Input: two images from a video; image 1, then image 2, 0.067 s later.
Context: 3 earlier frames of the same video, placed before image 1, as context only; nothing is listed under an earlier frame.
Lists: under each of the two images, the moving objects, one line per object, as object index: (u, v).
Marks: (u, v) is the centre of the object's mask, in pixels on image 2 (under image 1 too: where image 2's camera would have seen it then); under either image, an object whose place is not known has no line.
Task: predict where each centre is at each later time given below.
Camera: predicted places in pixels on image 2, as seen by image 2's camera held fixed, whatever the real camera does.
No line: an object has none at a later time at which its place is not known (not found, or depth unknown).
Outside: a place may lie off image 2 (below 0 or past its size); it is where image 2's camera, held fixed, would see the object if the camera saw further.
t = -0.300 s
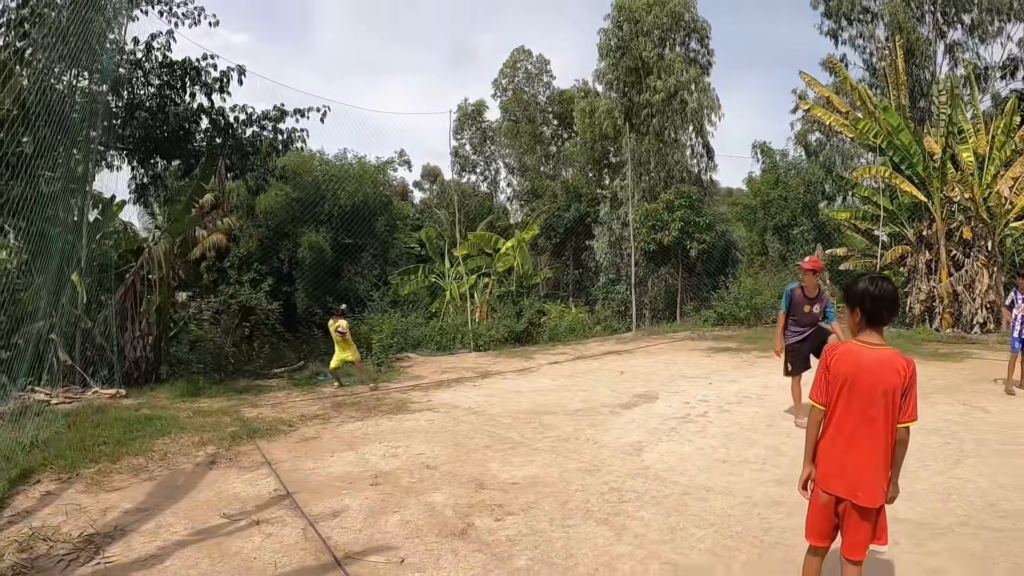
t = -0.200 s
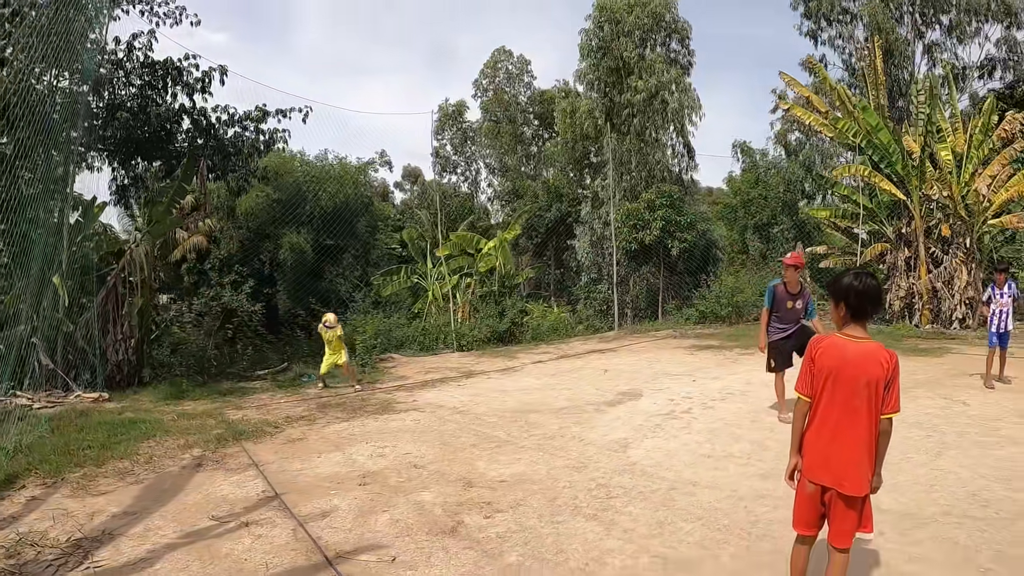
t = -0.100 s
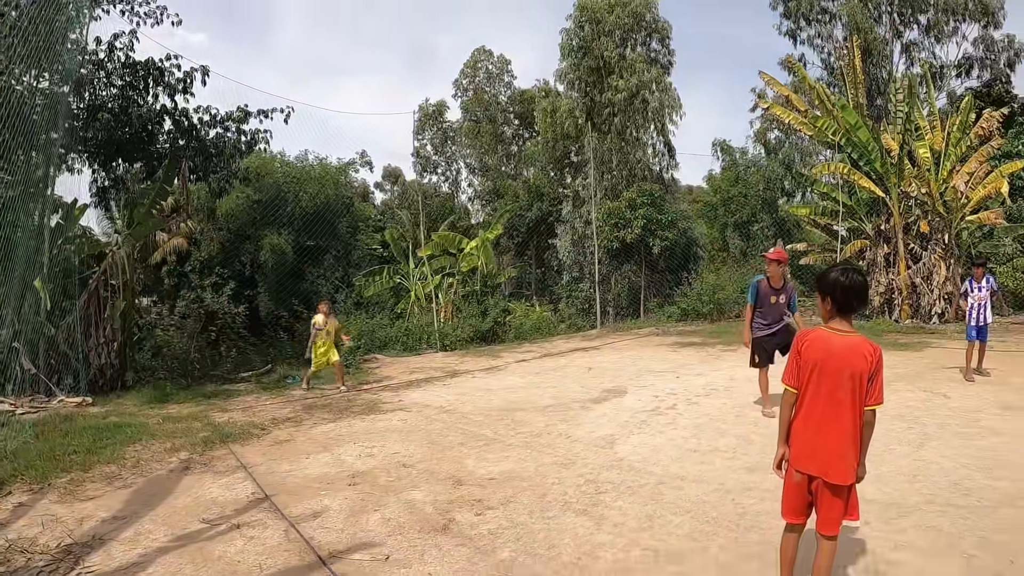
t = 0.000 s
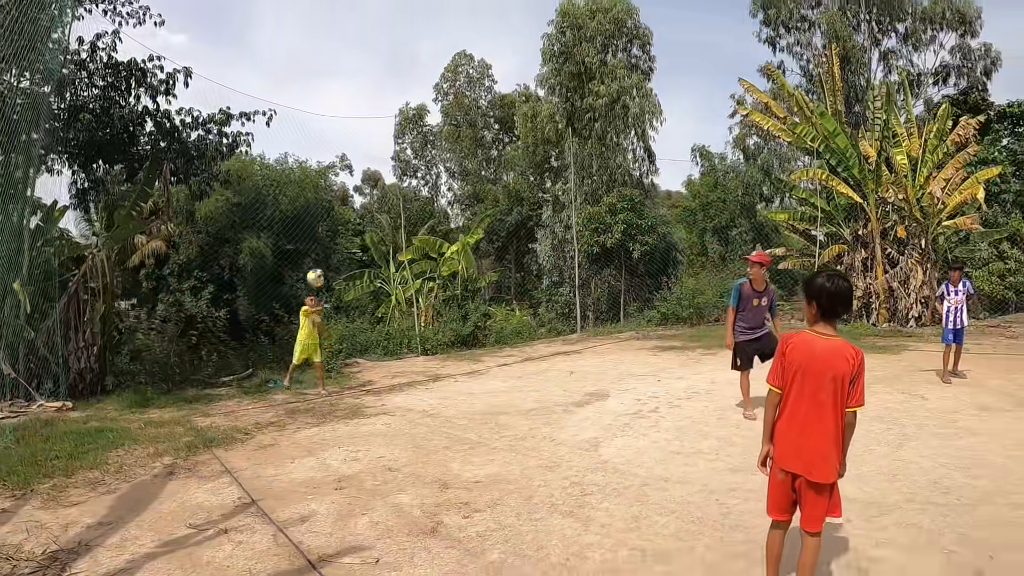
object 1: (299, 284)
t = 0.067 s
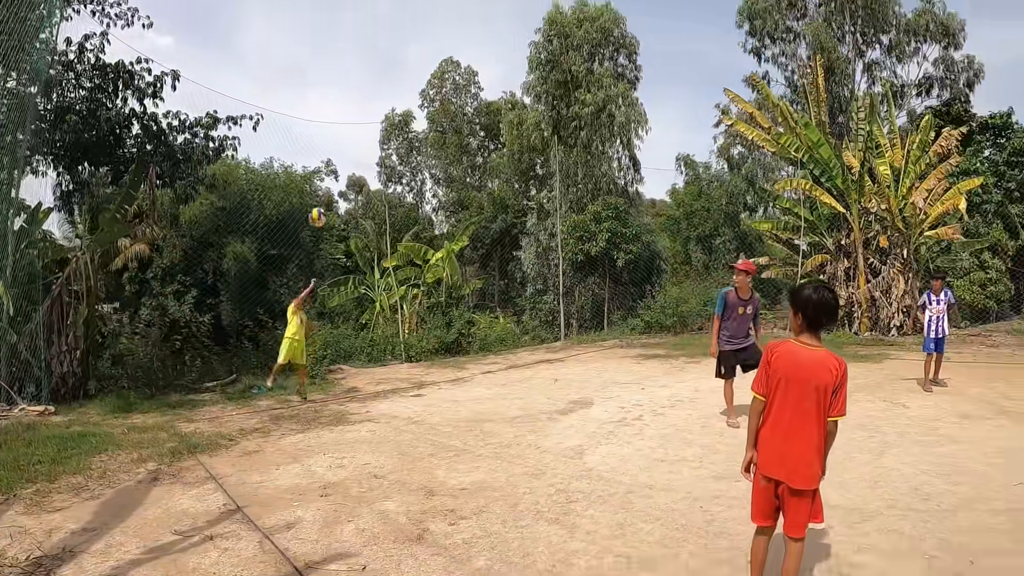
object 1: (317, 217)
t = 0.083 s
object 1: (323, 201)
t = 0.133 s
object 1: (336, 152)
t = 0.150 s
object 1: (342, 136)
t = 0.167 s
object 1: (346, 118)
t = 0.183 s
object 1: (349, 102)
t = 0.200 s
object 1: (354, 87)
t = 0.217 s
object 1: (359, 70)
